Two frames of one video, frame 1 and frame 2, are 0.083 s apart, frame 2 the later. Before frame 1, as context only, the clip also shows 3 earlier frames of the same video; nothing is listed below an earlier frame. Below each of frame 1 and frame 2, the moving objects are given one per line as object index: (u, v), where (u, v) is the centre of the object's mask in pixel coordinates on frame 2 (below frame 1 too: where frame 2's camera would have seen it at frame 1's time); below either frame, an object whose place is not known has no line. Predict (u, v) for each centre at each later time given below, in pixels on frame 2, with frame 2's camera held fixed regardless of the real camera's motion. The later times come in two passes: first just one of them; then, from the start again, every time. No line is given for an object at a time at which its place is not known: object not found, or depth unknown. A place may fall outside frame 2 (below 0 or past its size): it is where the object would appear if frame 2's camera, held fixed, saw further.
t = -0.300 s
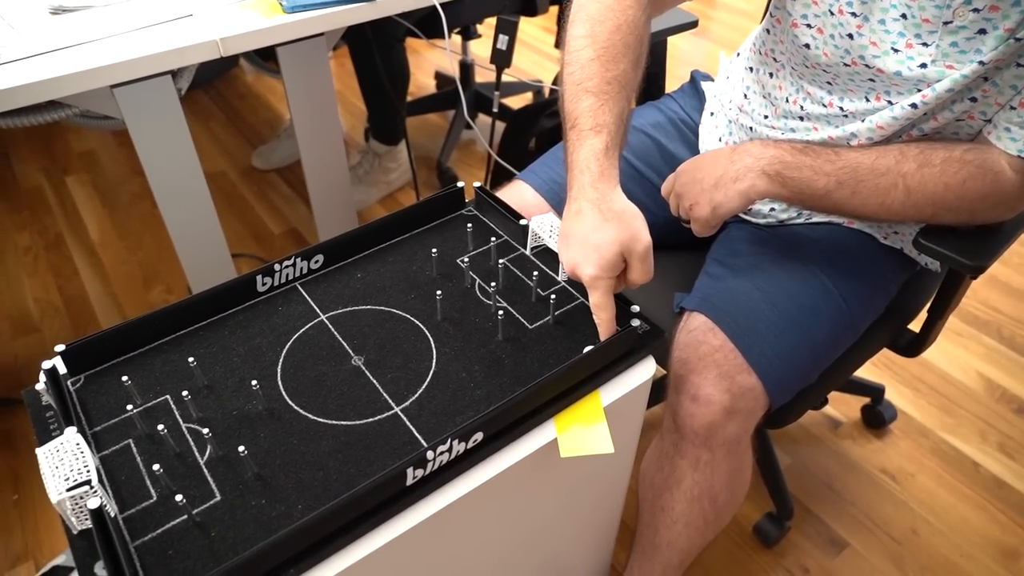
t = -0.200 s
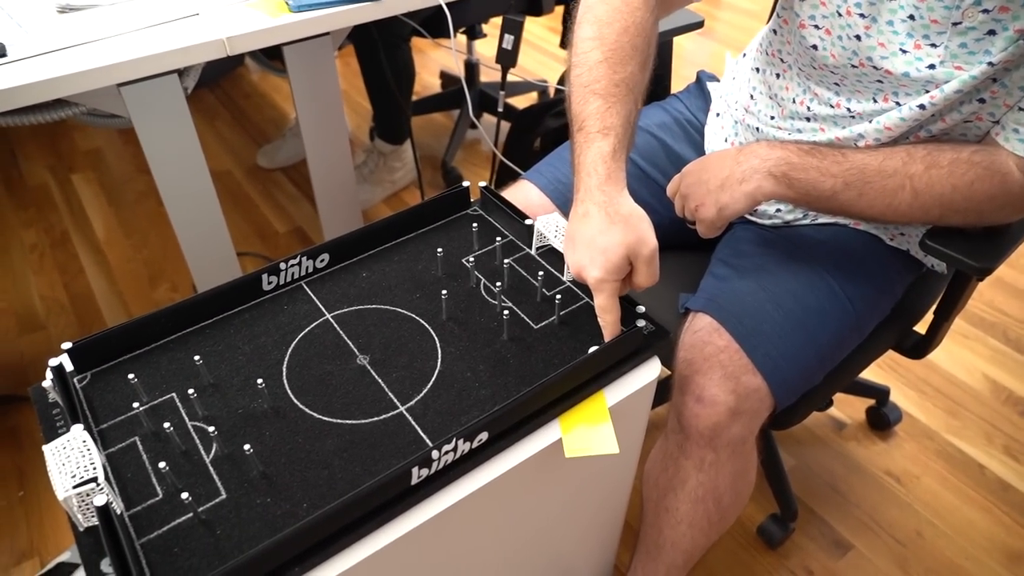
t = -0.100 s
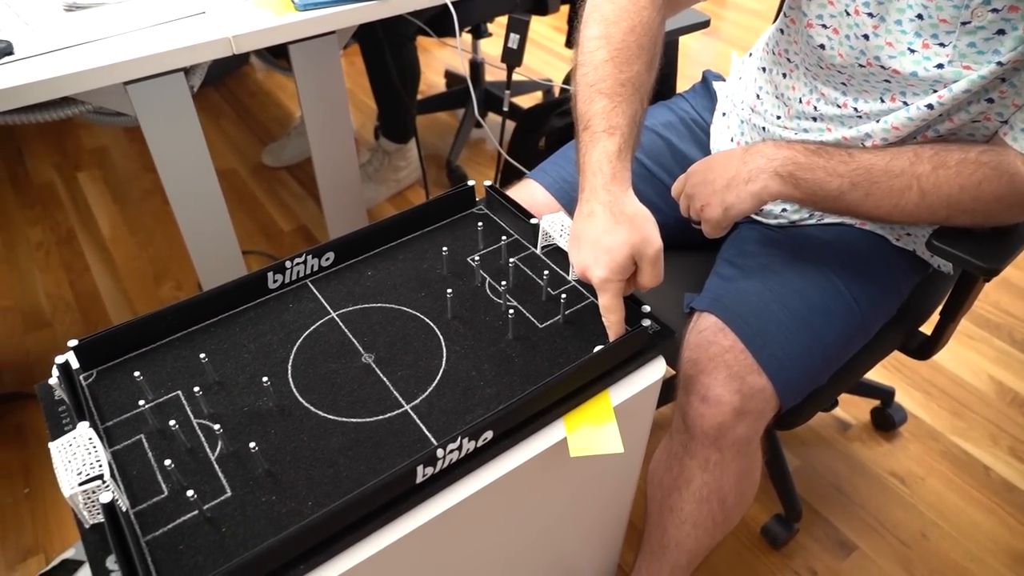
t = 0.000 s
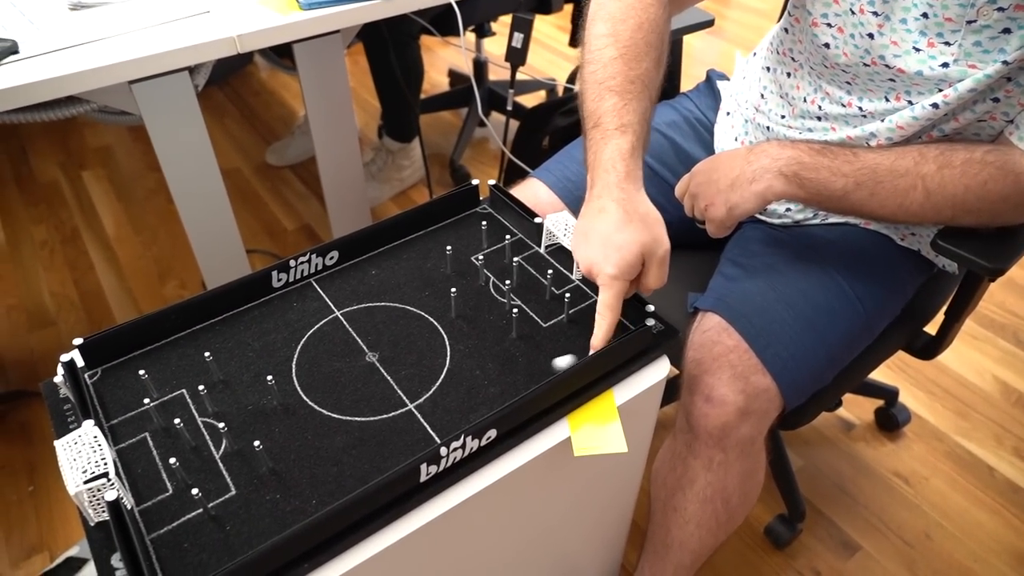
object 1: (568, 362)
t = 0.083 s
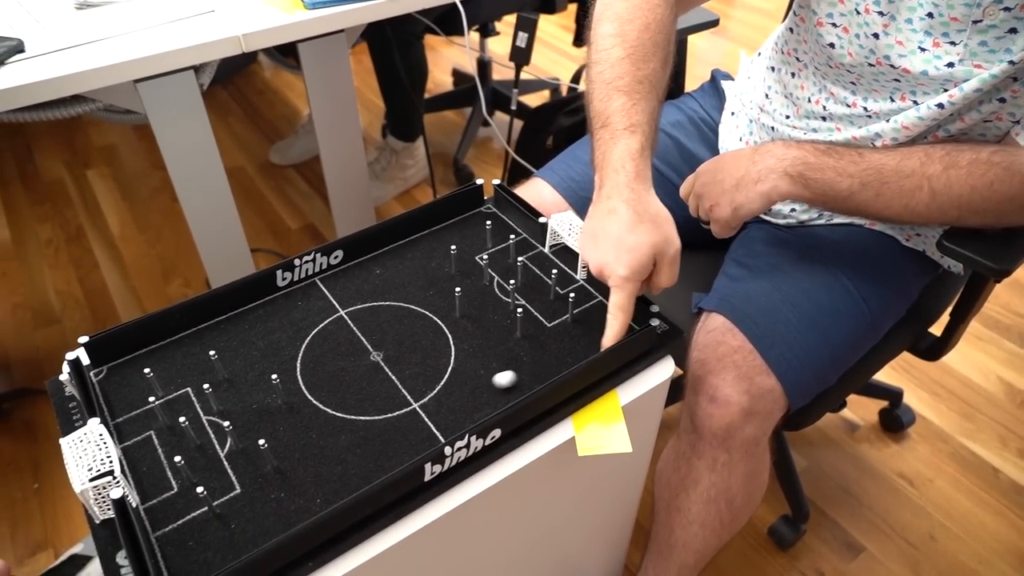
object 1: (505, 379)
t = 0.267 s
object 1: (374, 413)
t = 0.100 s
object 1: (492, 383)
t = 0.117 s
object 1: (480, 386)
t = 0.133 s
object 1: (468, 389)
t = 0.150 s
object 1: (456, 392)
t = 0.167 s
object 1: (445, 395)
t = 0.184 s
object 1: (432, 398)
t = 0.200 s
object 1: (421, 401)
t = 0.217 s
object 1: (408, 404)
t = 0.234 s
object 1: (397, 407)
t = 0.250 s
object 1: (385, 409)
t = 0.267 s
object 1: (374, 413)
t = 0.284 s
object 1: (362, 416)
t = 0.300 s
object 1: (350, 419)
